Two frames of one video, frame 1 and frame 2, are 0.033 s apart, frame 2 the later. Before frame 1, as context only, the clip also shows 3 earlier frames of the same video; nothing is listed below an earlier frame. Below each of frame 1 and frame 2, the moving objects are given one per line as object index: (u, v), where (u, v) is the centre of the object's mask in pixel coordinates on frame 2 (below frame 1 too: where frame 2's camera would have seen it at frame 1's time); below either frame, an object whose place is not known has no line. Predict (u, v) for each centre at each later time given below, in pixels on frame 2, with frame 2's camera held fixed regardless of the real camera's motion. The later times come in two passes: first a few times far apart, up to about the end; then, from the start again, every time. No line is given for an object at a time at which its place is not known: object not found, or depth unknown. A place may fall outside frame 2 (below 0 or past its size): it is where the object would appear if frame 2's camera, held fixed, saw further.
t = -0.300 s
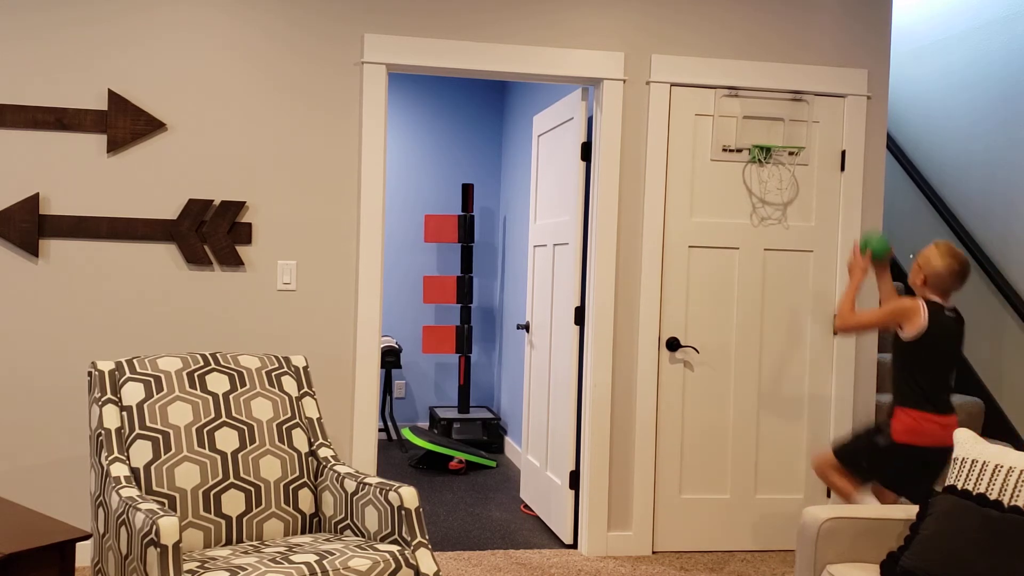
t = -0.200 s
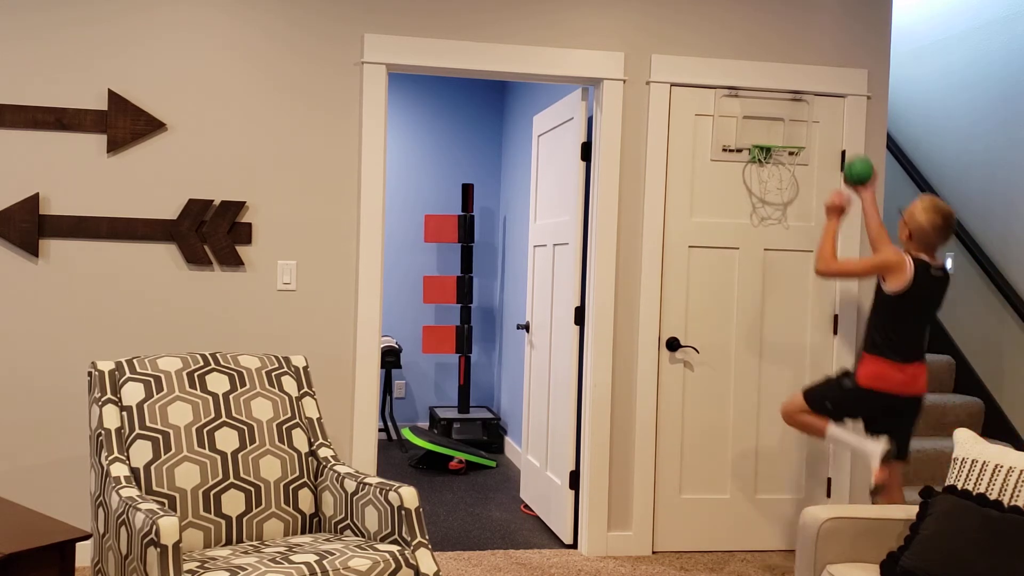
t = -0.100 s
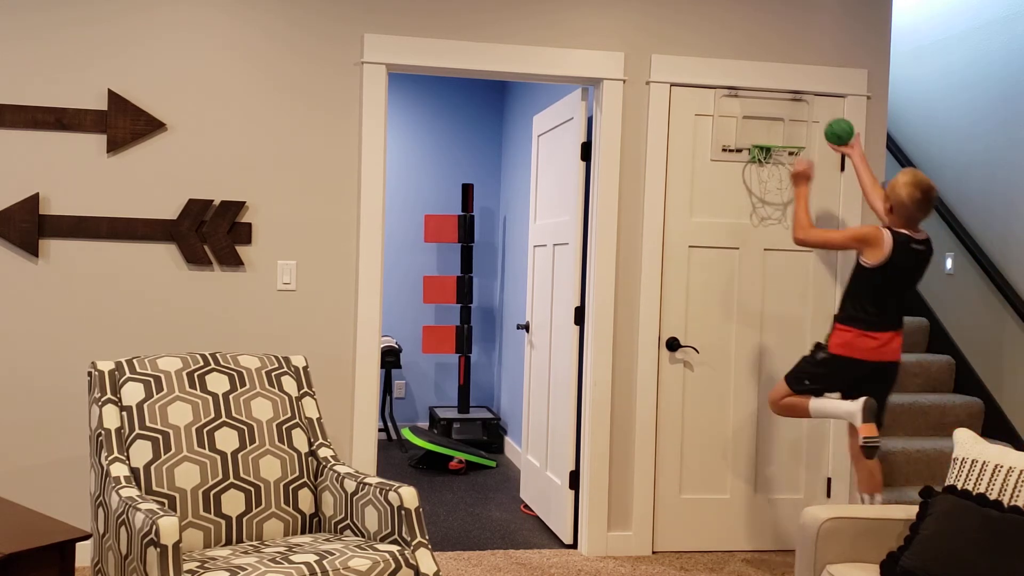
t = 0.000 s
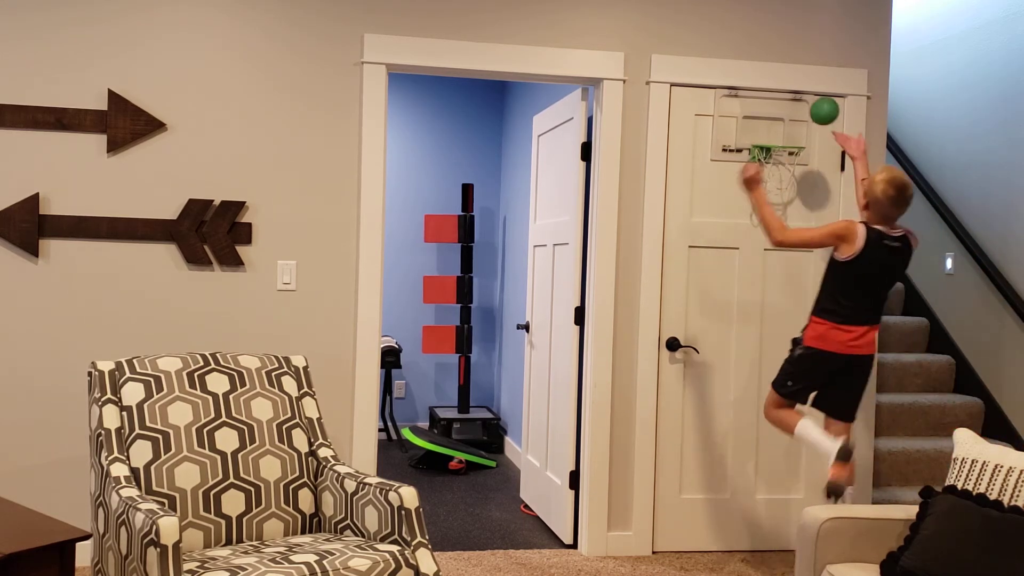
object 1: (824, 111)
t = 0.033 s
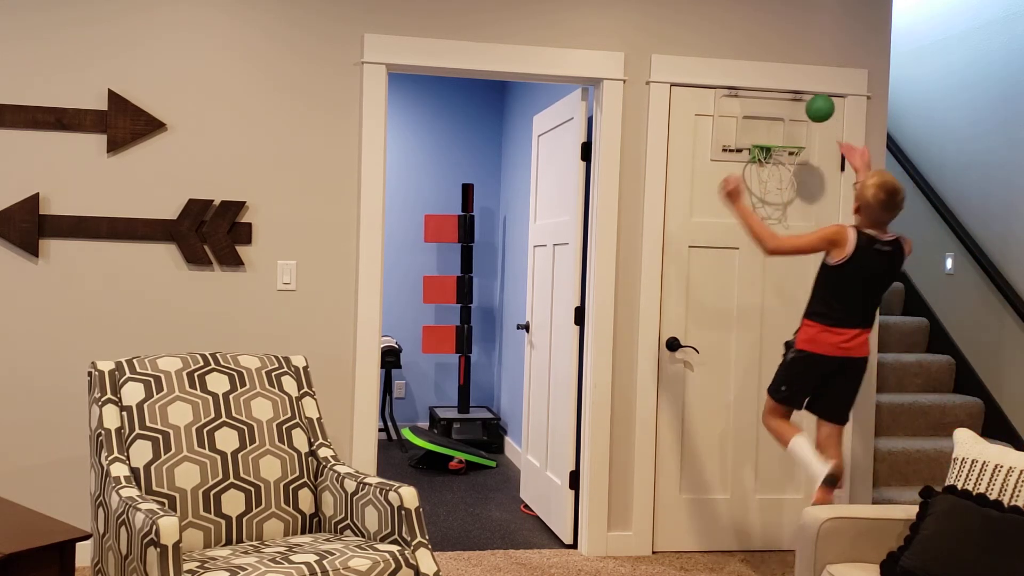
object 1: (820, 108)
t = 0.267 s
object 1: (791, 136)
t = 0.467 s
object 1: (776, 160)
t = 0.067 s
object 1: (816, 108)
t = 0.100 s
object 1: (811, 111)
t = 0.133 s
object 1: (807, 116)
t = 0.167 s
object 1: (802, 124)
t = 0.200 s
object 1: (797, 134)
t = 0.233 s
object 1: (794, 135)
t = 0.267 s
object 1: (791, 136)
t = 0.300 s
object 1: (786, 134)
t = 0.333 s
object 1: (782, 135)
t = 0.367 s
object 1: (777, 137)
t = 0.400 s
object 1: (771, 149)
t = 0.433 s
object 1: (771, 154)
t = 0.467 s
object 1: (776, 160)
